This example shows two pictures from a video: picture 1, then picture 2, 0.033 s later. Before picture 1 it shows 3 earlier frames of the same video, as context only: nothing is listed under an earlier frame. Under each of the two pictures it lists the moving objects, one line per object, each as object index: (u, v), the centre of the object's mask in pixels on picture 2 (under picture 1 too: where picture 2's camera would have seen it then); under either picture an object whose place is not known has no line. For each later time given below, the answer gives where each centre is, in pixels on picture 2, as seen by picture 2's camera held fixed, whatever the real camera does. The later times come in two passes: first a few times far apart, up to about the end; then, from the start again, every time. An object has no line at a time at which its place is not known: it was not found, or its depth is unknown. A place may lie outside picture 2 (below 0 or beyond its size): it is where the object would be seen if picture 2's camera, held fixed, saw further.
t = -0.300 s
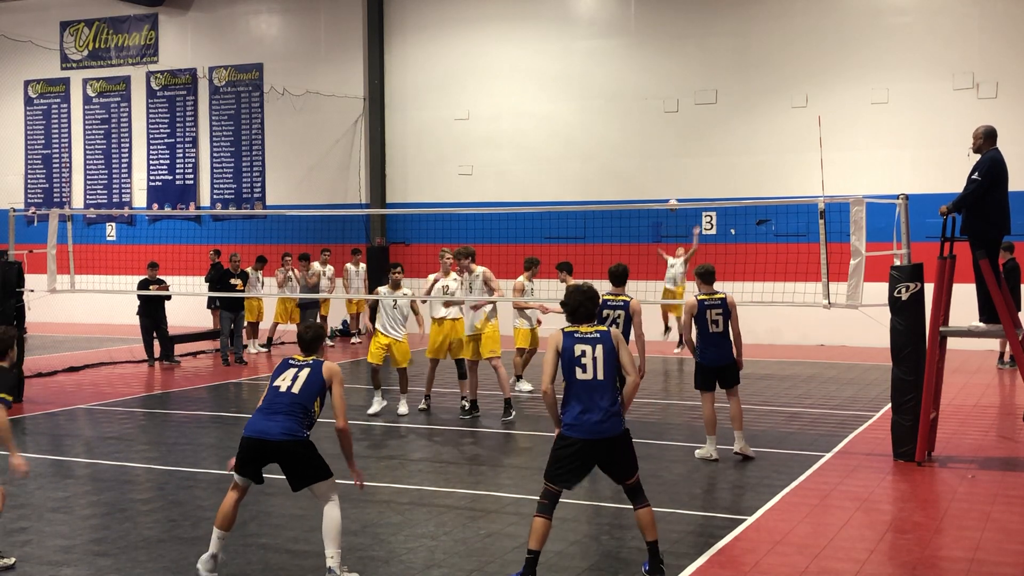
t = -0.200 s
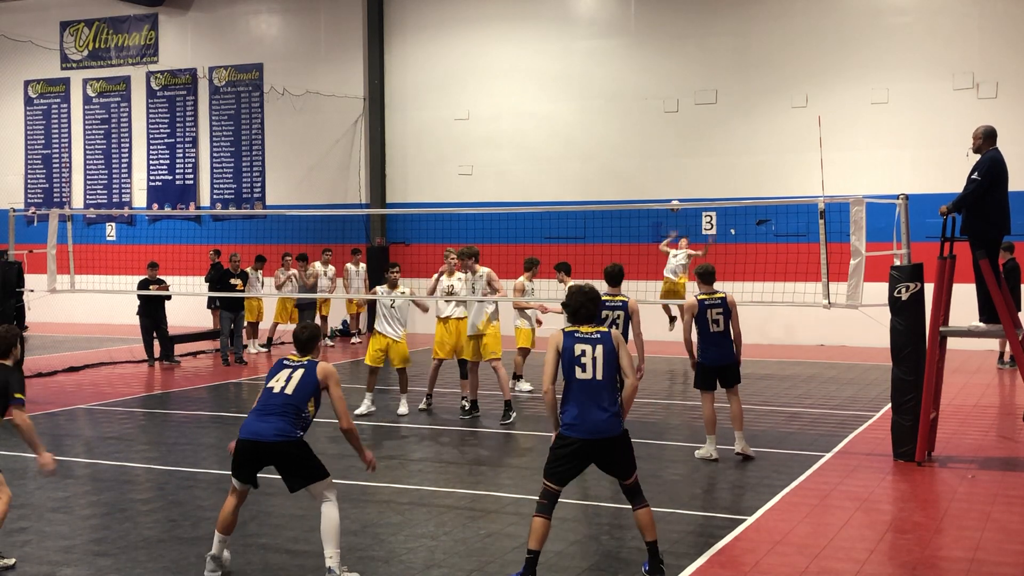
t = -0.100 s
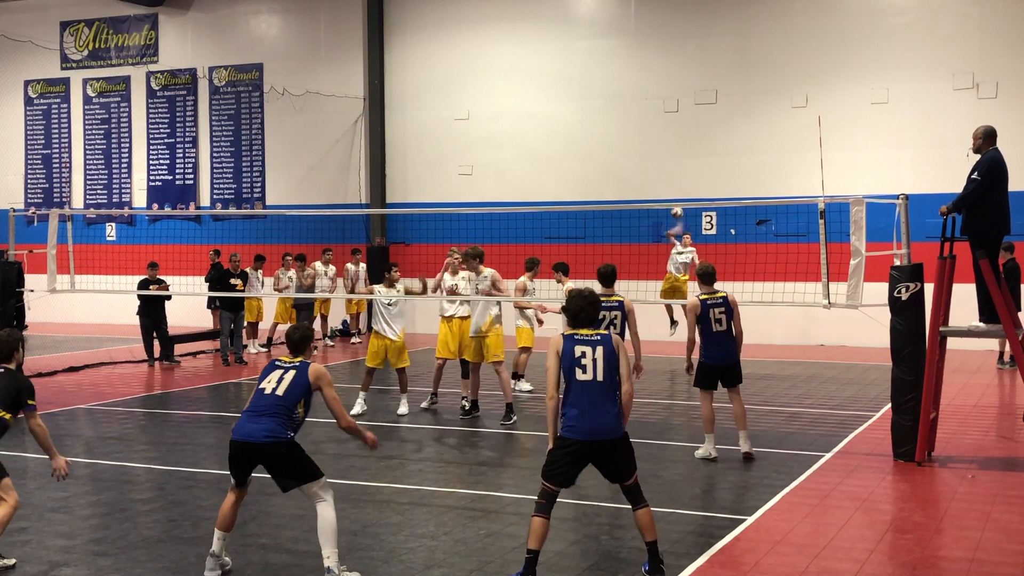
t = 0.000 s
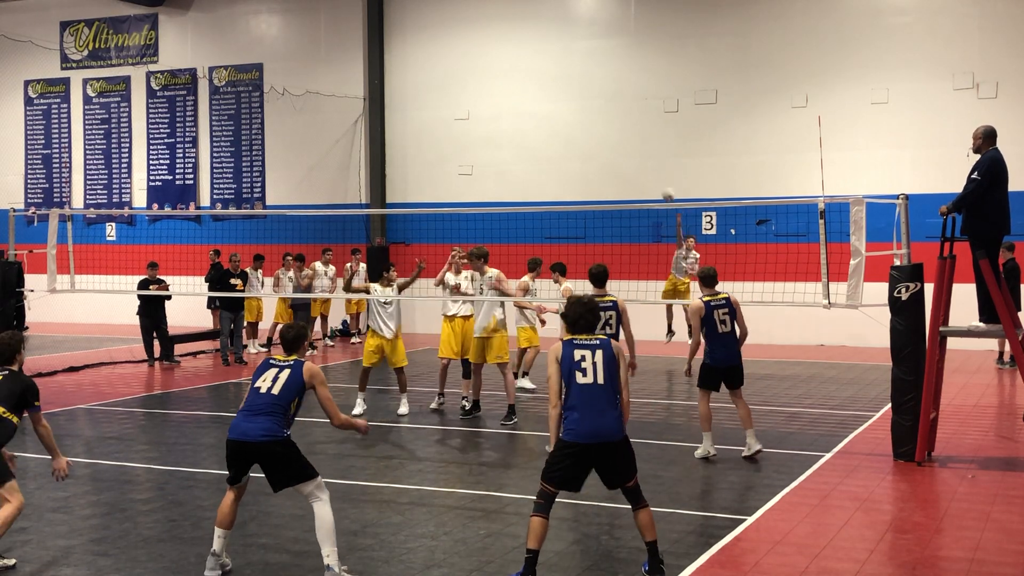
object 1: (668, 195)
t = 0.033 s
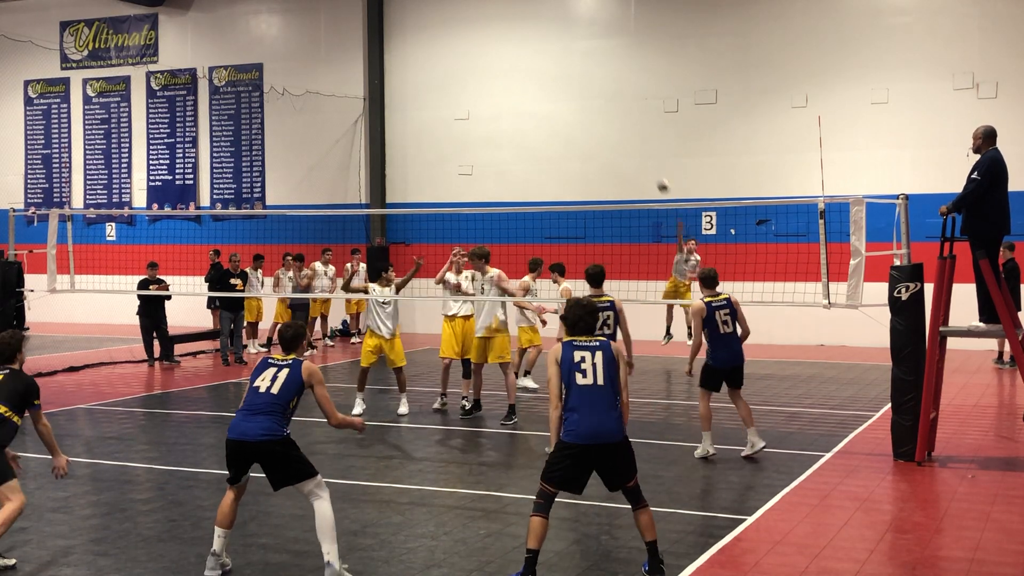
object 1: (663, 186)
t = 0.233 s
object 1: (629, 133)
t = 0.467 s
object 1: (581, 86)
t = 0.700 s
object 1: (523, 71)
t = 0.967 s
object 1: (419, 126)
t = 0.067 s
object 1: (658, 176)
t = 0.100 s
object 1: (653, 167)
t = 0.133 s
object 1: (647, 158)
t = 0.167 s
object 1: (641, 149)
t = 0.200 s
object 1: (635, 141)
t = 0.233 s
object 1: (629, 133)
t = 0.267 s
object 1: (623, 125)
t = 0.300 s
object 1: (617, 117)
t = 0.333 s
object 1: (610, 110)
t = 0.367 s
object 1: (604, 103)
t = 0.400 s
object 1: (596, 97)
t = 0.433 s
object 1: (589, 91)
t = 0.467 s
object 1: (581, 86)
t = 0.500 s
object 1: (573, 81)
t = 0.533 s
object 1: (566, 77)
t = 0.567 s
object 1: (558, 74)
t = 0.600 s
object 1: (550, 72)
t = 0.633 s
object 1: (541, 71)
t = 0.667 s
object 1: (532, 71)
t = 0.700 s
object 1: (523, 71)
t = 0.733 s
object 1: (513, 73)
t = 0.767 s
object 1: (502, 76)
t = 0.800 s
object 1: (491, 81)
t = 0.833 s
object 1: (479, 87)
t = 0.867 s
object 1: (465, 94)
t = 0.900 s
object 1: (449, 103)
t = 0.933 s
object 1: (434, 114)
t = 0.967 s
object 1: (419, 126)
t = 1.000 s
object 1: (400, 141)
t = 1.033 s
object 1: (380, 158)
